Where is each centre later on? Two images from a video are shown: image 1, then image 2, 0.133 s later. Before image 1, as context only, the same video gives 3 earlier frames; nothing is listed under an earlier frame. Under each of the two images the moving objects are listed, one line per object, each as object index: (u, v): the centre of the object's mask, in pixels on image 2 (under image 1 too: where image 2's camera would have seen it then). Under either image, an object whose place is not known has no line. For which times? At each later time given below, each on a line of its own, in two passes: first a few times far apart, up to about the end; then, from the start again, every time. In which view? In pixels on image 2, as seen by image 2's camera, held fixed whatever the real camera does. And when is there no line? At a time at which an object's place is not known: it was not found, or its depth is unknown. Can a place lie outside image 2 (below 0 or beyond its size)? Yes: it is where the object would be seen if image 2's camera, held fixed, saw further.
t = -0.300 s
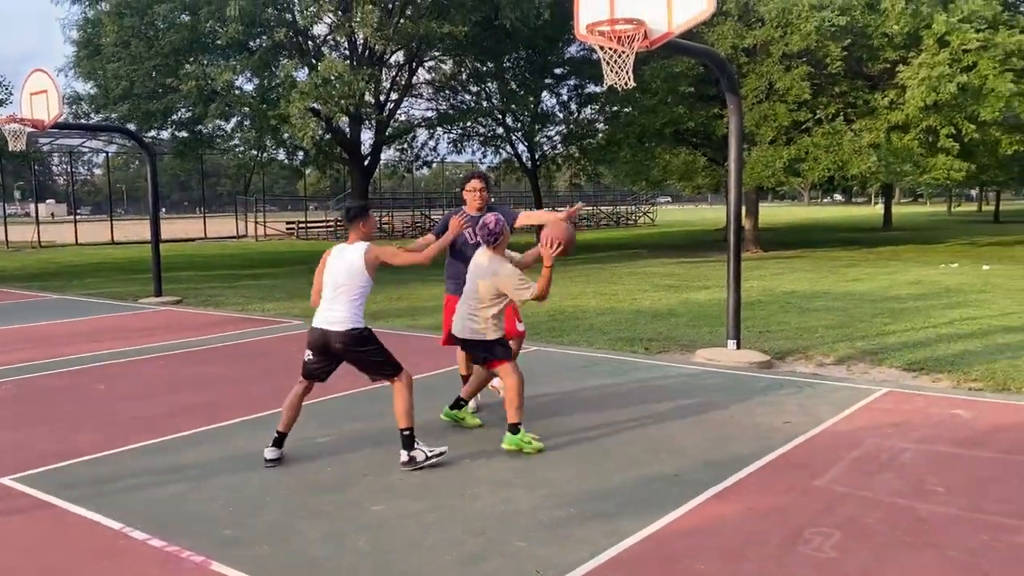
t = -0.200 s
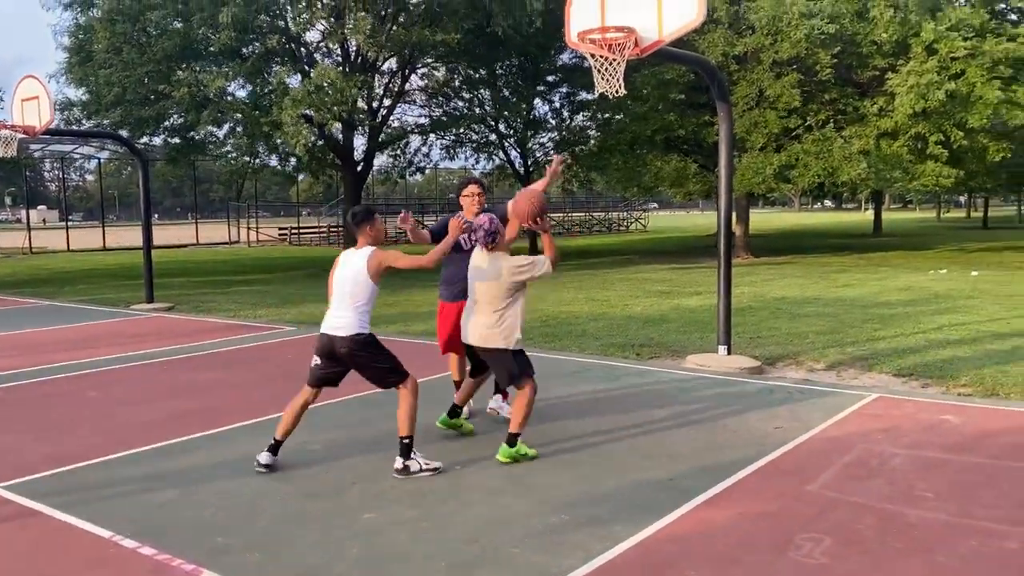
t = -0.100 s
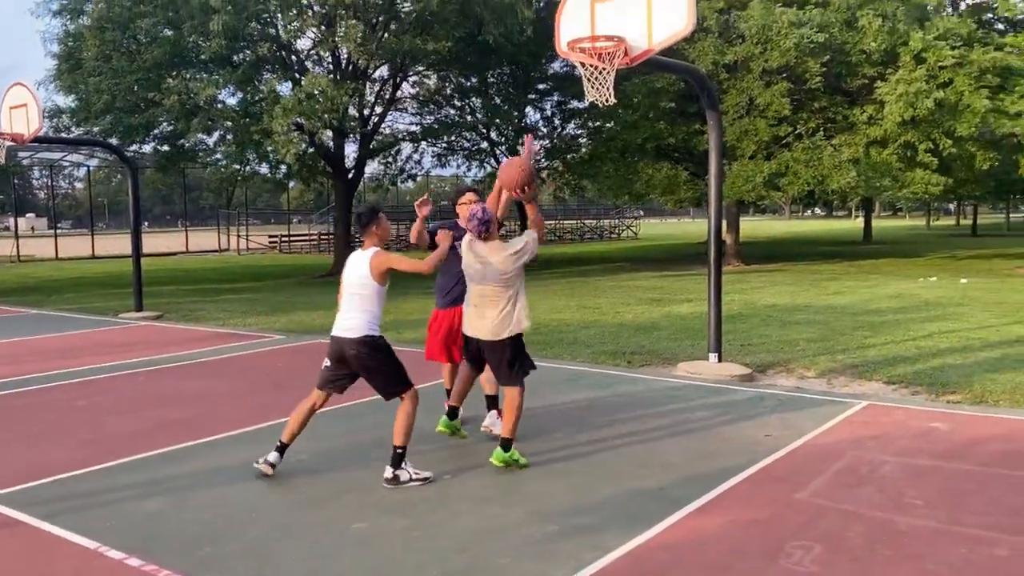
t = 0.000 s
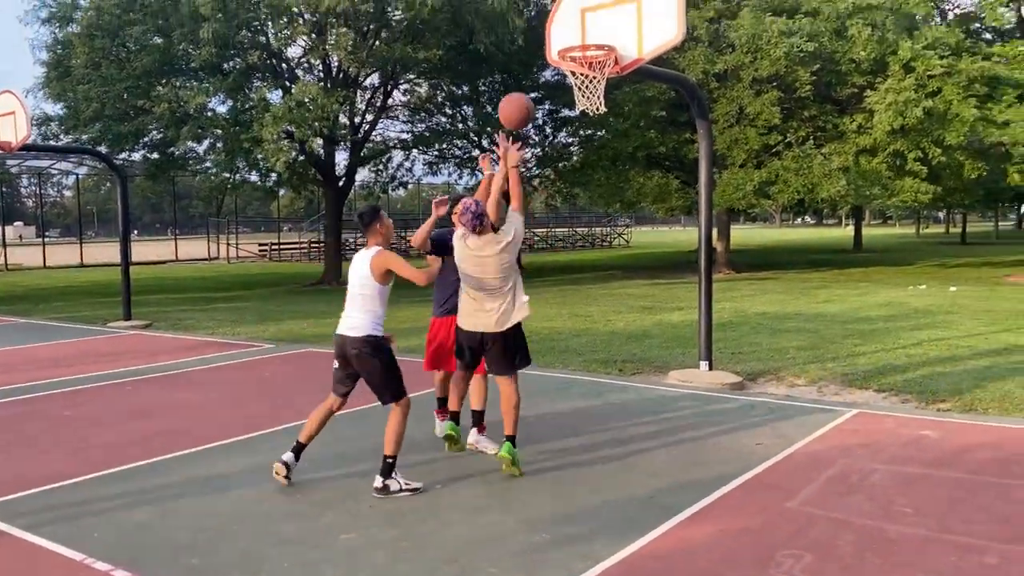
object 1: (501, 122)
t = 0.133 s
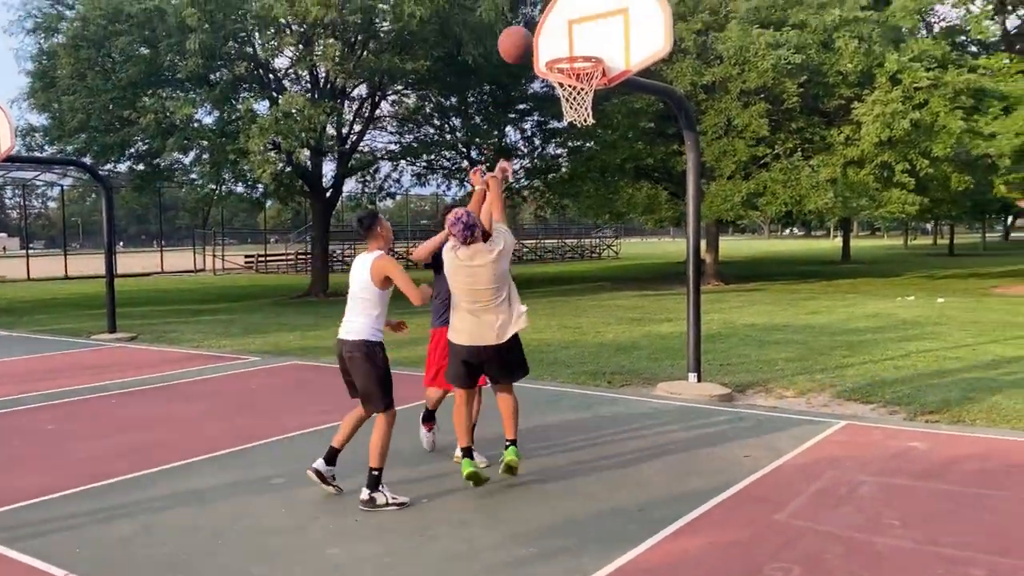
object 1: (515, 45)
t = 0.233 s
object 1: (523, 7)
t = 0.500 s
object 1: (546, -16)
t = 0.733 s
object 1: (565, 40)
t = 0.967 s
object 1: (576, 28)
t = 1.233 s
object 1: (574, 44)
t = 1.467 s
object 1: (563, 43)
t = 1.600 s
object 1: (570, 46)
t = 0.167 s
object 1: (517, 29)
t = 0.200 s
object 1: (520, 17)
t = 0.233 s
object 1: (523, 7)
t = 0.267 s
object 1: (527, 0)
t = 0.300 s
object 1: (530, -5)
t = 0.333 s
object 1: (532, -9)
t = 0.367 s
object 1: (535, -13)
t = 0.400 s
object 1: (538, -16)
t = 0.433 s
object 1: (540, -17)
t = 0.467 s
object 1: (543, -18)
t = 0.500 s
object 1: (546, -16)
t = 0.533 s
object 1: (548, -12)
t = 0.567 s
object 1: (551, -6)
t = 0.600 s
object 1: (554, 0)
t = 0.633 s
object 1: (557, 8)
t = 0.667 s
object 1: (559, 18)
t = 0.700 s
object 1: (562, 29)
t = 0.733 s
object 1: (565, 40)
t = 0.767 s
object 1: (567, 39)
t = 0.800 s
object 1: (569, 33)
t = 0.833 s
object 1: (570, 30)
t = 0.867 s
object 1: (572, 27)
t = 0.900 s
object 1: (573, 26)
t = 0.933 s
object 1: (575, 26)
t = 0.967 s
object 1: (576, 28)
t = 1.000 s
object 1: (578, 30)
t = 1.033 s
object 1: (579, 34)
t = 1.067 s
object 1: (581, 40)
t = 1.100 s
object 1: (582, 44)
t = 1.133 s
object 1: (583, 49)
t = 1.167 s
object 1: (581, 47)
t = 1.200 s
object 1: (577, 45)
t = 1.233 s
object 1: (574, 44)
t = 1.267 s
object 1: (570, 43)
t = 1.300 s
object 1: (566, 43)
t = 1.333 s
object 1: (562, 44)
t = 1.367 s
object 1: (558, 46)
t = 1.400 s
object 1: (558, 46)
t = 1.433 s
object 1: (561, 44)
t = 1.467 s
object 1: (563, 43)
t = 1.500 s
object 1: (564, 42)
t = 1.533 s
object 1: (566, 43)
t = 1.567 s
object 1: (568, 44)
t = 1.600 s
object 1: (570, 46)
